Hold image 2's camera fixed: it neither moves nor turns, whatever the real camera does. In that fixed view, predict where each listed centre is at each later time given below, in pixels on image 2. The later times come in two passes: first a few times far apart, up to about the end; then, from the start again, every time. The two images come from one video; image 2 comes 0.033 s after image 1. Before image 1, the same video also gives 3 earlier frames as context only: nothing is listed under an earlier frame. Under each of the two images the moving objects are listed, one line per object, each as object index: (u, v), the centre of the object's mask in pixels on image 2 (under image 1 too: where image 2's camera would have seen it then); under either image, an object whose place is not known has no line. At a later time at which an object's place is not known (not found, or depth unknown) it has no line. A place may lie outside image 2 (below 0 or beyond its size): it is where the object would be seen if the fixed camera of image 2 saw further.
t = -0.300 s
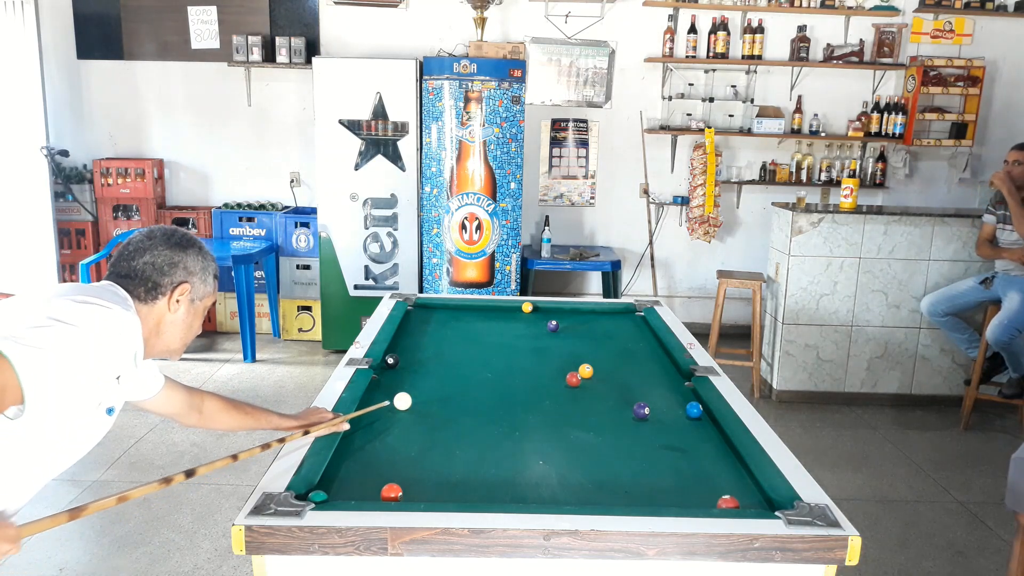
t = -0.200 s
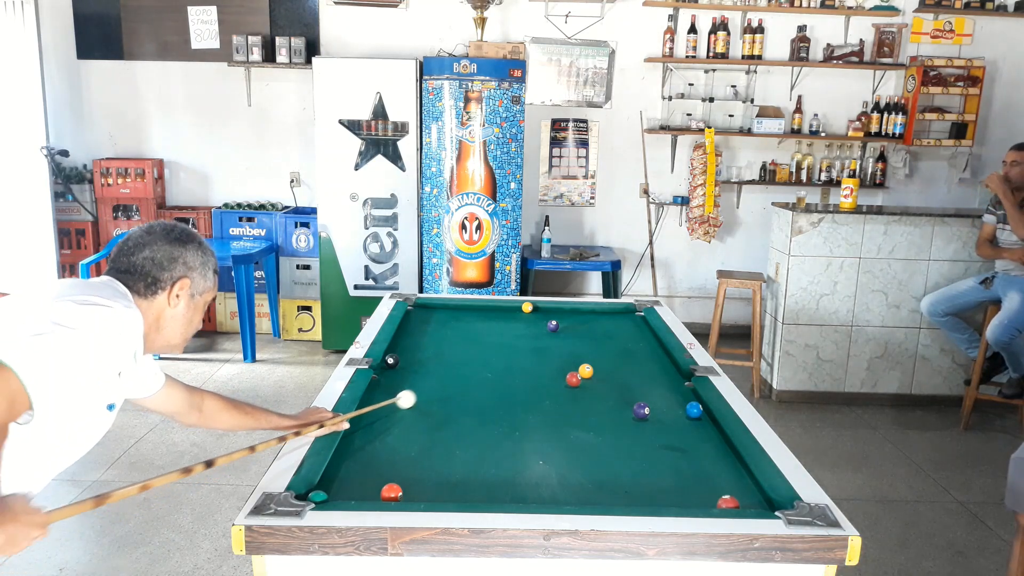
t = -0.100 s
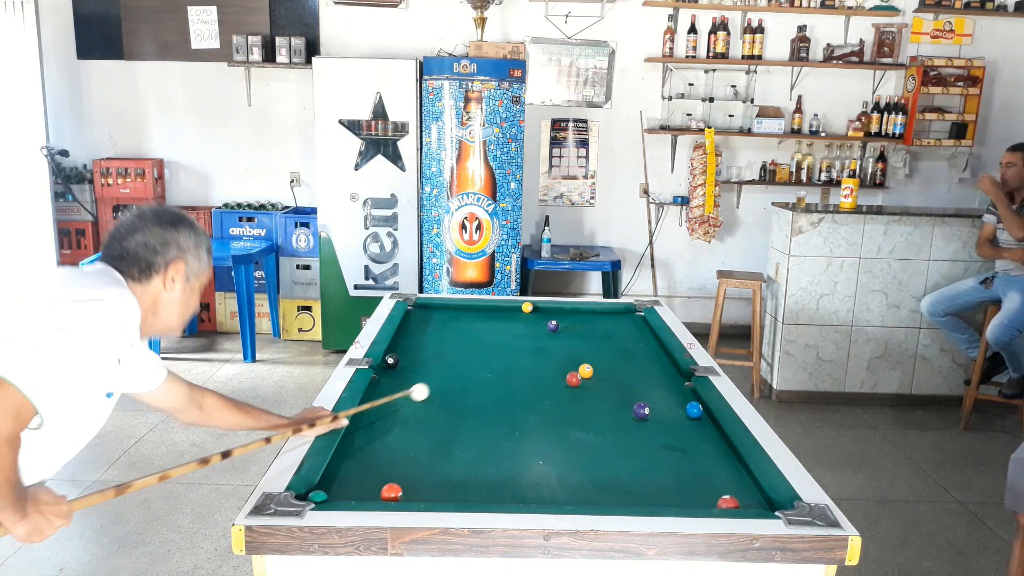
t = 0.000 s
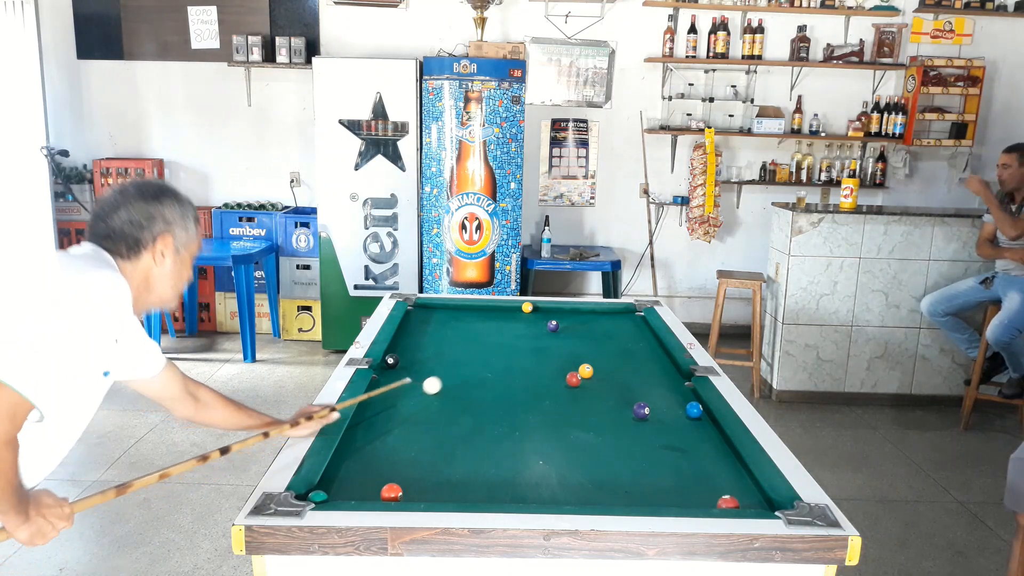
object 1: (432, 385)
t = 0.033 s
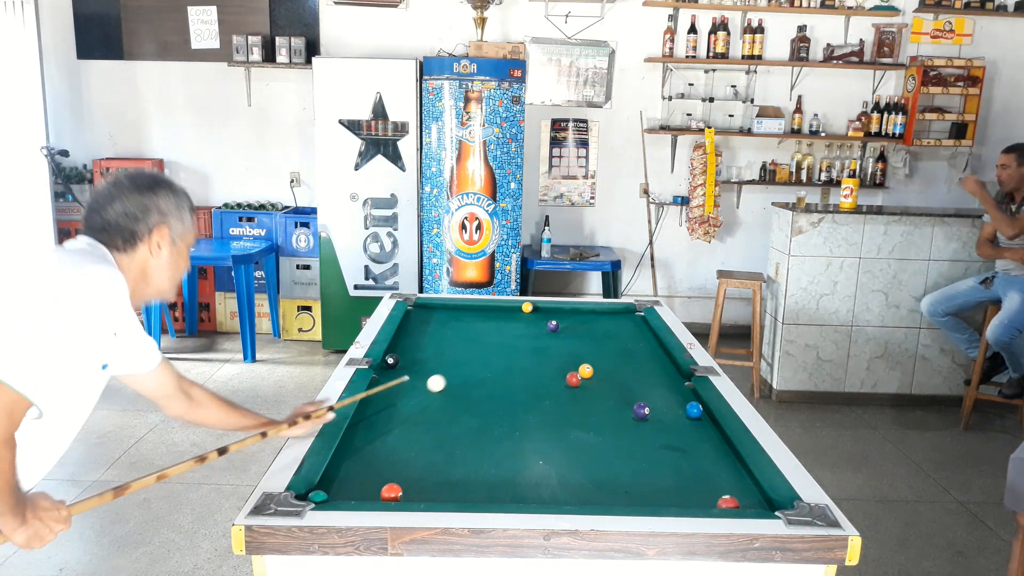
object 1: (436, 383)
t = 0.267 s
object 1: (462, 369)
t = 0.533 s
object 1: (488, 356)
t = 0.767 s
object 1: (507, 346)
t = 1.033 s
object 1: (526, 337)
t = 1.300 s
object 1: (543, 328)
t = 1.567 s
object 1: (543, 324)
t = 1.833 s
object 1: (542, 321)
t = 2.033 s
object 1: (542, 319)
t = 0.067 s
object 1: (440, 381)
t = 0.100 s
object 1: (444, 379)
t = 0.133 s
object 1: (448, 377)
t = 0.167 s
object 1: (452, 375)
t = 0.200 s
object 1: (455, 373)
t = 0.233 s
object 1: (459, 371)
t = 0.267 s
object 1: (462, 369)
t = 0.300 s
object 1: (466, 368)
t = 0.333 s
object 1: (469, 366)
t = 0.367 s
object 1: (472, 364)
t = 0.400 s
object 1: (475, 363)
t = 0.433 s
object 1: (478, 361)
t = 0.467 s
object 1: (481, 359)
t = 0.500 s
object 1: (485, 358)
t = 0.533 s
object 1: (488, 356)
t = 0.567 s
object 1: (490, 355)
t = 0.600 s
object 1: (493, 353)
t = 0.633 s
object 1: (496, 352)
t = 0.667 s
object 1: (499, 350)
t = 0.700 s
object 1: (501, 349)
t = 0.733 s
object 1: (504, 348)
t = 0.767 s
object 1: (507, 346)
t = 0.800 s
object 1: (509, 345)
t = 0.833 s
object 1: (512, 344)
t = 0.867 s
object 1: (514, 342)
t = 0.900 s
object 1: (517, 341)
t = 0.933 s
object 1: (519, 340)
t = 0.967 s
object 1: (521, 339)
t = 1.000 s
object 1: (524, 338)
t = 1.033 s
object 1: (526, 337)
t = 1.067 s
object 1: (528, 335)
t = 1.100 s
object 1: (530, 334)
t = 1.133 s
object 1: (533, 333)
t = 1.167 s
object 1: (535, 332)
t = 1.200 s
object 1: (537, 331)
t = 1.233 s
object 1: (539, 330)
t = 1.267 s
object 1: (541, 329)
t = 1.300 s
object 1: (543, 328)
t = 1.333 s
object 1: (544, 327)
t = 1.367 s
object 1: (544, 327)
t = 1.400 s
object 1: (544, 326)
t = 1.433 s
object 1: (543, 326)
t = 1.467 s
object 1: (543, 325)
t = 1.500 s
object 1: (543, 325)
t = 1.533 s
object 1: (543, 324)
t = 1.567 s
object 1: (543, 324)
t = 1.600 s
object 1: (543, 324)
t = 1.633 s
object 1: (543, 323)
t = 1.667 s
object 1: (543, 323)
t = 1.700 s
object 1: (543, 322)
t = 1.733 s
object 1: (542, 322)
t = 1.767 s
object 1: (542, 322)
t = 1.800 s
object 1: (542, 321)
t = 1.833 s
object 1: (542, 321)
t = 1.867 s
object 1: (542, 321)
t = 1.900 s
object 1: (542, 320)
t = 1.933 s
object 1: (542, 320)
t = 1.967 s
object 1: (542, 320)
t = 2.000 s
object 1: (542, 319)
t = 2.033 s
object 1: (542, 319)
